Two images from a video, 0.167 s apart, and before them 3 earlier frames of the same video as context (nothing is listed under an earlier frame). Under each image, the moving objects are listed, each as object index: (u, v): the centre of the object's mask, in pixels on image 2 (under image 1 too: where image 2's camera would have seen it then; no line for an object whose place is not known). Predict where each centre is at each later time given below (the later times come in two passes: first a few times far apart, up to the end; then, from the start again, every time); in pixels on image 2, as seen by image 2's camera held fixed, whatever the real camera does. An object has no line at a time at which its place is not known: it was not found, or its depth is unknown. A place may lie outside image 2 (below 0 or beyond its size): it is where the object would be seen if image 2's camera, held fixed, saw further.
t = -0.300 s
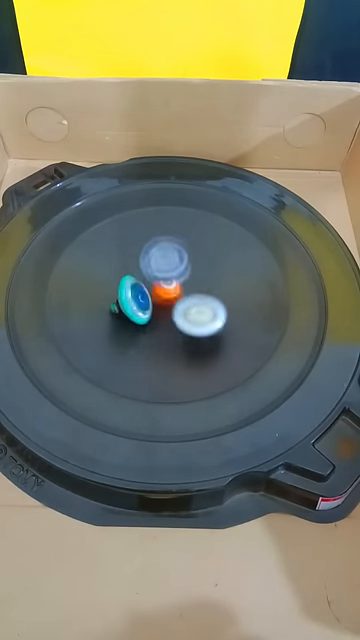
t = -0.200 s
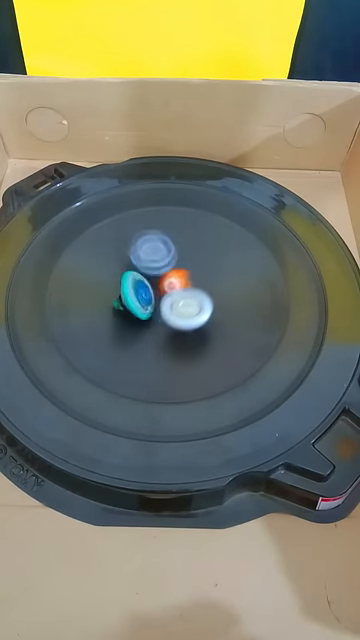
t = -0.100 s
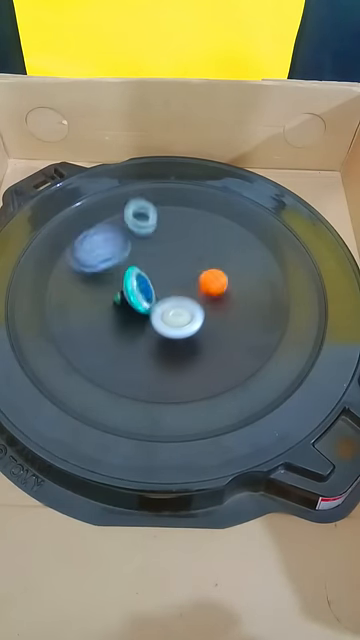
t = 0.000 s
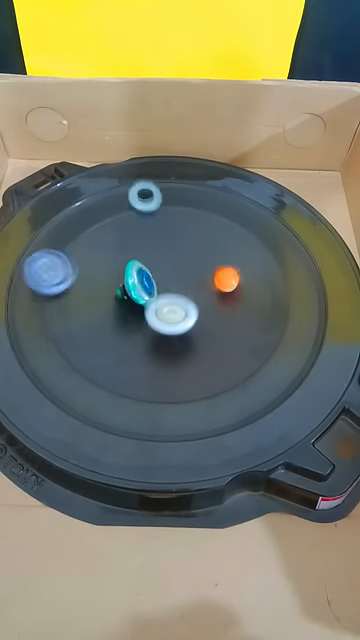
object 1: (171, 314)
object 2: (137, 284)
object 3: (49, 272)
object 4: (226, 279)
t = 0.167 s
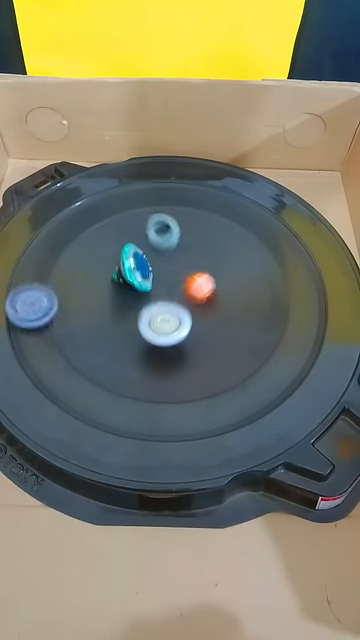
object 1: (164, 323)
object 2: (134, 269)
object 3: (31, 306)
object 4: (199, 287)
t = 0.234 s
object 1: (168, 326)
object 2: (131, 262)
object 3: (35, 319)
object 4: (182, 293)
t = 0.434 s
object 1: (145, 331)
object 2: (131, 273)
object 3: (69, 347)
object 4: (118, 301)
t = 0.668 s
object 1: (148, 346)
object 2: (142, 270)
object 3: (120, 325)
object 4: (112, 295)
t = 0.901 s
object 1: (167, 324)
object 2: (144, 270)
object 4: (127, 300)
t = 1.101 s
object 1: (172, 286)
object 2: (133, 272)
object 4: (134, 305)
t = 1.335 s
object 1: (181, 273)
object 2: (141, 266)
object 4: (138, 305)
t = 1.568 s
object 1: (181, 274)
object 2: (137, 272)
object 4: (142, 307)
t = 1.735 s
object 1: (175, 284)
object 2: (139, 269)
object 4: (142, 307)
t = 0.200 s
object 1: (166, 325)
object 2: (133, 265)
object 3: (32, 313)
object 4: (193, 291)
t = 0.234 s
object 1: (168, 326)
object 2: (131, 262)
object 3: (35, 319)
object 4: (182, 293)
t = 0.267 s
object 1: (169, 326)
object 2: (131, 262)
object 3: (40, 324)
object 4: (171, 295)
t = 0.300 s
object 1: (171, 324)
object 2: (131, 264)
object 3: (43, 330)
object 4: (155, 300)
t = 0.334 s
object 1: (173, 321)
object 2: (132, 267)
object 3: (47, 335)
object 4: (141, 310)
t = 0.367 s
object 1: (171, 320)
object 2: (132, 271)
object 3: (54, 339)
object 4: (132, 314)
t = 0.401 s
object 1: (157, 325)
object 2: (132, 274)
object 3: (61, 344)
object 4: (122, 310)
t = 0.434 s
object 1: (145, 331)
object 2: (131, 273)
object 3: (69, 347)
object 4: (118, 301)
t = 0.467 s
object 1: (138, 335)
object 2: (130, 274)
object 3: (81, 348)
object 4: (112, 300)
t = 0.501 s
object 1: (135, 338)
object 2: (129, 274)
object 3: (91, 349)
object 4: (110, 301)
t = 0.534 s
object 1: (137, 341)
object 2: (130, 274)
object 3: (99, 338)
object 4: (107, 299)
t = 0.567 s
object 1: (140, 344)
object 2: (132, 273)
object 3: (104, 328)
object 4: (107, 296)
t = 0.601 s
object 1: (143, 346)
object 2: (135, 272)
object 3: (110, 325)
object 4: (109, 295)
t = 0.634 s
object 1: (145, 347)
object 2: (139, 271)
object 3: (114, 326)
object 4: (111, 296)
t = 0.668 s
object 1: (148, 346)
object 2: (142, 270)
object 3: (120, 325)
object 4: (112, 295)
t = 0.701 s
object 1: (151, 345)
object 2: (145, 268)
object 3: (127, 323)
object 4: (113, 296)
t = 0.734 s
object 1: (154, 343)
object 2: (148, 265)
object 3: (135, 319)
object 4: (115, 296)
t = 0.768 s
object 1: (156, 340)
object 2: (148, 263)
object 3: (150, 312)
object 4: (118, 297)
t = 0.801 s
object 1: (159, 337)
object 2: (148, 264)
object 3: (163, 308)
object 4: (121, 298)
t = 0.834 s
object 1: (162, 333)
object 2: (147, 266)
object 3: (175, 307)
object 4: (123, 298)
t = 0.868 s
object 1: (164, 329)
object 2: (145, 268)
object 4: (126, 299)
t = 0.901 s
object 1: (167, 324)
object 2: (144, 270)
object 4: (127, 300)
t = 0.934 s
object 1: (170, 318)
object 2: (141, 271)
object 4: (128, 301)
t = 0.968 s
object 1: (172, 311)
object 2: (139, 272)
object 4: (130, 303)
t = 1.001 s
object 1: (173, 304)
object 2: (137, 272)
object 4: (133, 305)
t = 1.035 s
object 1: (172, 298)
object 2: (135, 272)
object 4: (134, 305)
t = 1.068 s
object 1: (172, 292)
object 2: (133, 272)
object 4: (133, 304)
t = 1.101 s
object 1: (172, 286)
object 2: (133, 272)
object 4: (134, 305)
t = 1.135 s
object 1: (172, 282)
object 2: (134, 271)
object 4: (136, 305)
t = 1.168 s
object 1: (174, 279)
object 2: (137, 269)
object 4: (136, 305)
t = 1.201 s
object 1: (174, 276)
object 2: (139, 268)
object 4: (137, 305)
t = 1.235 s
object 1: (174, 274)
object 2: (139, 266)
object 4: (137, 305)
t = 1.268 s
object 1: (177, 274)
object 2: (139, 265)
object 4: (137, 305)
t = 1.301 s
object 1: (179, 274)
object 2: (140, 265)
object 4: (138, 305)
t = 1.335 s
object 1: (181, 273)
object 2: (141, 266)
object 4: (138, 305)
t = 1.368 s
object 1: (183, 273)
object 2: (141, 267)
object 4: (138, 305)
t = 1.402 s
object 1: (185, 273)
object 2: (140, 268)
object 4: (138, 305)
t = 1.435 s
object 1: (186, 273)
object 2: (139, 270)
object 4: (138, 306)
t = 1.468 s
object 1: (185, 272)
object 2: (139, 271)
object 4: (140, 307)
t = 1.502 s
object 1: (184, 273)
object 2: (138, 272)
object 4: (141, 307)
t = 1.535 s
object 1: (182, 273)
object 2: (138, 272)
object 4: (142, 307)
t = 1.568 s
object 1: (181, 274)
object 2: (137, 272)
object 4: (142, 307)
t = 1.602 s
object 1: (180, 275)
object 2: (137, 272)
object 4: (142, 307)
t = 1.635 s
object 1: (180, 277)
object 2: (137, 272)
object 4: (142, 307)
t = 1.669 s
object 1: (178, 279)
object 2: (137, 271)
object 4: (142, 307)
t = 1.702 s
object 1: (177, 282)
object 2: (138, 270)
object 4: (142, 307)
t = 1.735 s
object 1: (175, 284)
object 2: (139, 269)
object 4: (142, 307)
